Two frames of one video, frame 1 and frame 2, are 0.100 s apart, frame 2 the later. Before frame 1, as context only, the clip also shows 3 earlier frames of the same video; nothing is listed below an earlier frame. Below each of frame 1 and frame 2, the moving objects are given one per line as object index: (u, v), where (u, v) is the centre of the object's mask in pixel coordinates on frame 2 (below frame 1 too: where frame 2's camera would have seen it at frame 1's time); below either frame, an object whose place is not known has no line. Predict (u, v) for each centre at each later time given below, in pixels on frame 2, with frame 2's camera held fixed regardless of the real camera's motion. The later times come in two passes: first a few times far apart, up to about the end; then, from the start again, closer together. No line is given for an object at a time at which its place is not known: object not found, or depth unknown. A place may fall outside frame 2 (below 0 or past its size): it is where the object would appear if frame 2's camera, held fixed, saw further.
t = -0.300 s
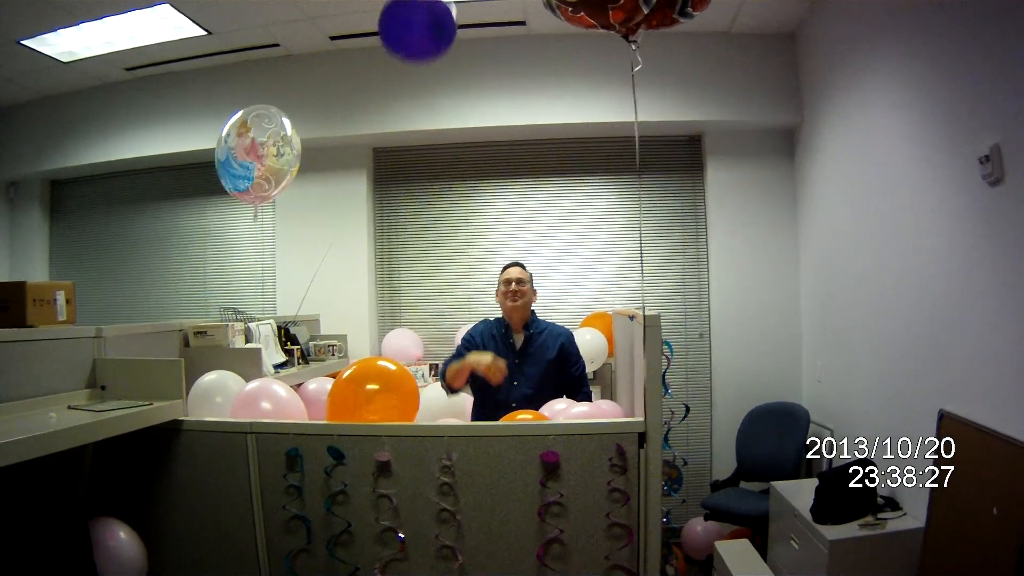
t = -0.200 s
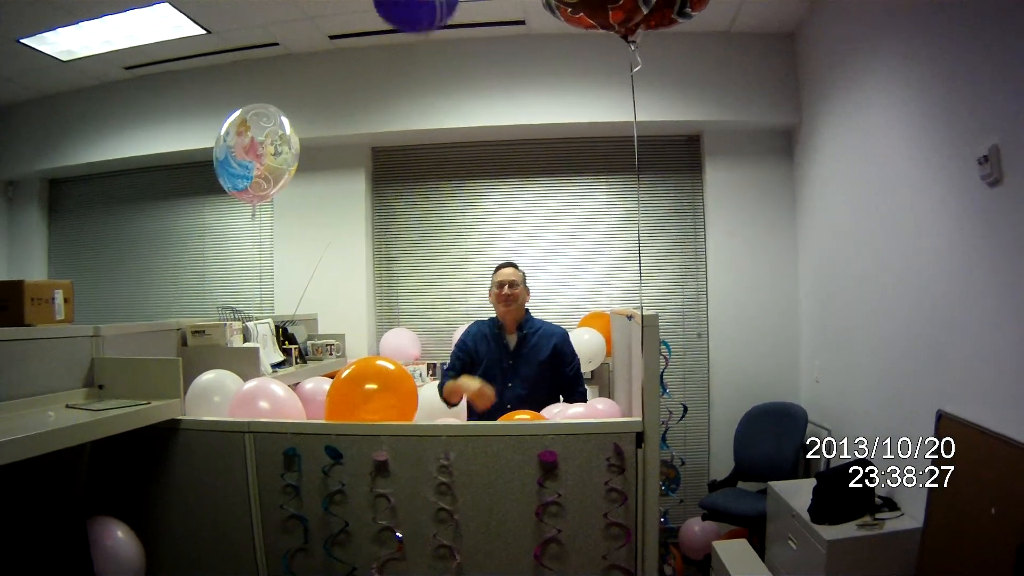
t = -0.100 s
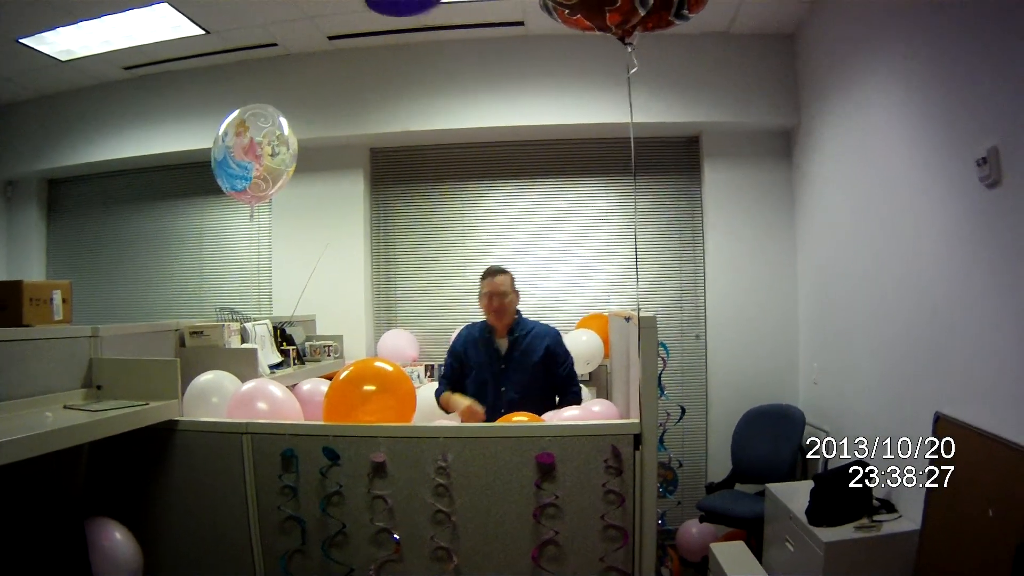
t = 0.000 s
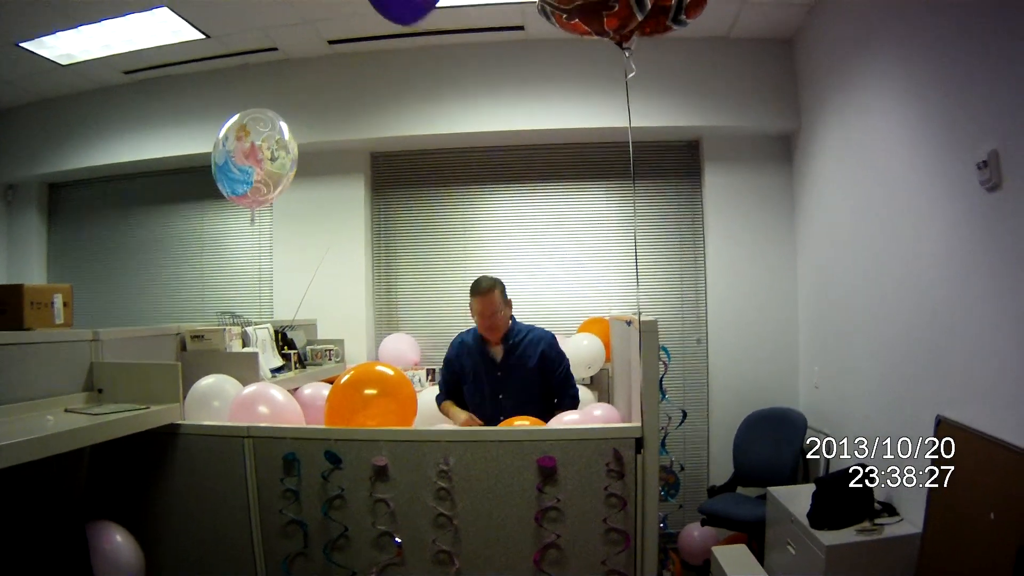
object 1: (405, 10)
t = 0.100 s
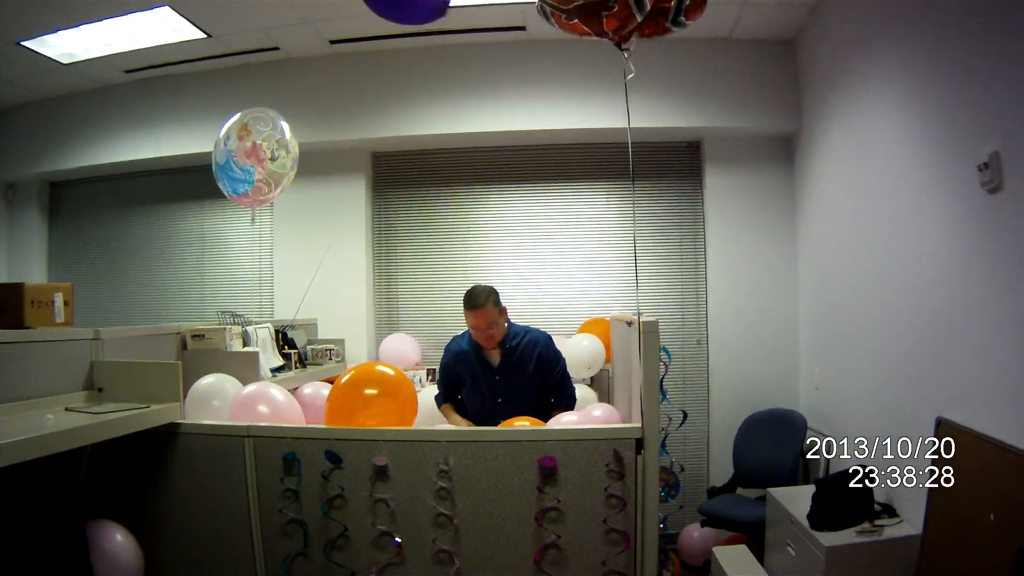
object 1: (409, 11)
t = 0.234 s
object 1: (407, 16)
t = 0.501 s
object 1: (413, 33)
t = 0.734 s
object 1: (413, 84)
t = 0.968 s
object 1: (421, 167)
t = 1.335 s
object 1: (437, 342)
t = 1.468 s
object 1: (444, 417)
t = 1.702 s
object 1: (473, 529)
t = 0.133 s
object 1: (407, 11)
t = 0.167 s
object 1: (406, 12)
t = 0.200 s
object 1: (406, 14)
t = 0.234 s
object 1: (407, 16)
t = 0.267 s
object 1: (408, 18)
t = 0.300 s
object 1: (410, 19)
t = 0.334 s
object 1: (412, 21)
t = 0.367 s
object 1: (412, 22)
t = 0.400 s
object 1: (413, 24)
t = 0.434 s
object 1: (412, 26)
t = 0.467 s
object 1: (411, 29)
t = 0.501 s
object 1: (413, 33)
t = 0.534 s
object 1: (414, 36)
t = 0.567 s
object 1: (414, 41)
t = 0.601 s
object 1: (415, 46)
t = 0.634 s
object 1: (414, 54)
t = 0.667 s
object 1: (414, 63)
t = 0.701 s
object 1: (414, 73)
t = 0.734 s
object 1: (413, 84)
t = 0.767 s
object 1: (414, 94)
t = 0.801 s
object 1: (415, 106)
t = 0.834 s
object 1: (418, 117)
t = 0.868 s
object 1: (420, 129)
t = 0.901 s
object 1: (419, 141)
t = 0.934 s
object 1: (419, 154)
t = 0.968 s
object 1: (421, 167)
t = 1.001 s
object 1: (420, 181)
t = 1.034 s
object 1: (421, 193)
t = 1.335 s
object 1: (437, 342)
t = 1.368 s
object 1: (437, 361)
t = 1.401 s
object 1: (440, 379)
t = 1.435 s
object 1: (441, 398)
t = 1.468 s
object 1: (444, 417)
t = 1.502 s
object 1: (448, 433)
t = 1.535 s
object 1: (452, 451)
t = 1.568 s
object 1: (455, 468)
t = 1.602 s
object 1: (459, 485)
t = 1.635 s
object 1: (464, 500)
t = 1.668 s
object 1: (468, 515)
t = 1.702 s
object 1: (473, 529)
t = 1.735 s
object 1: (477, 539)
